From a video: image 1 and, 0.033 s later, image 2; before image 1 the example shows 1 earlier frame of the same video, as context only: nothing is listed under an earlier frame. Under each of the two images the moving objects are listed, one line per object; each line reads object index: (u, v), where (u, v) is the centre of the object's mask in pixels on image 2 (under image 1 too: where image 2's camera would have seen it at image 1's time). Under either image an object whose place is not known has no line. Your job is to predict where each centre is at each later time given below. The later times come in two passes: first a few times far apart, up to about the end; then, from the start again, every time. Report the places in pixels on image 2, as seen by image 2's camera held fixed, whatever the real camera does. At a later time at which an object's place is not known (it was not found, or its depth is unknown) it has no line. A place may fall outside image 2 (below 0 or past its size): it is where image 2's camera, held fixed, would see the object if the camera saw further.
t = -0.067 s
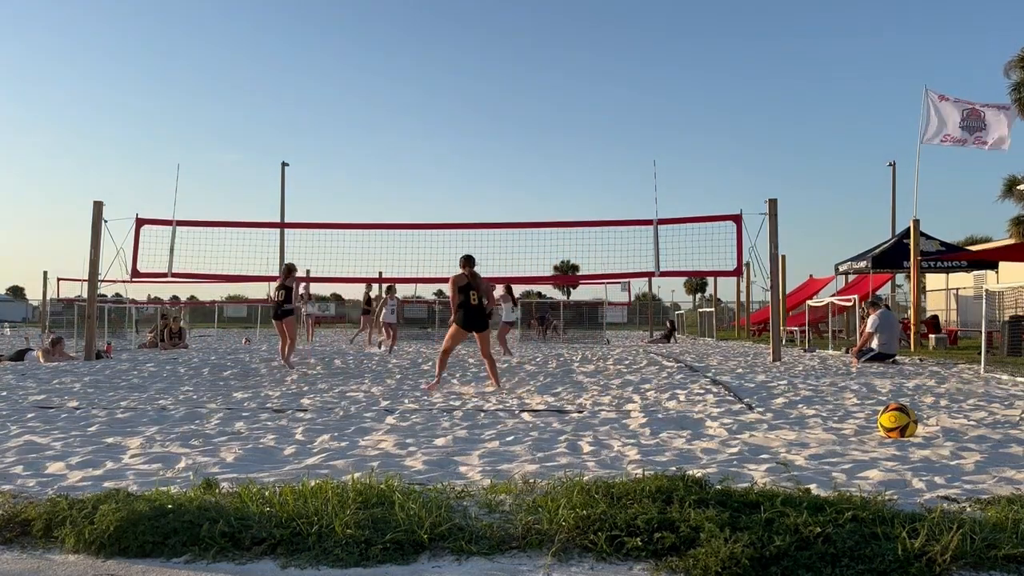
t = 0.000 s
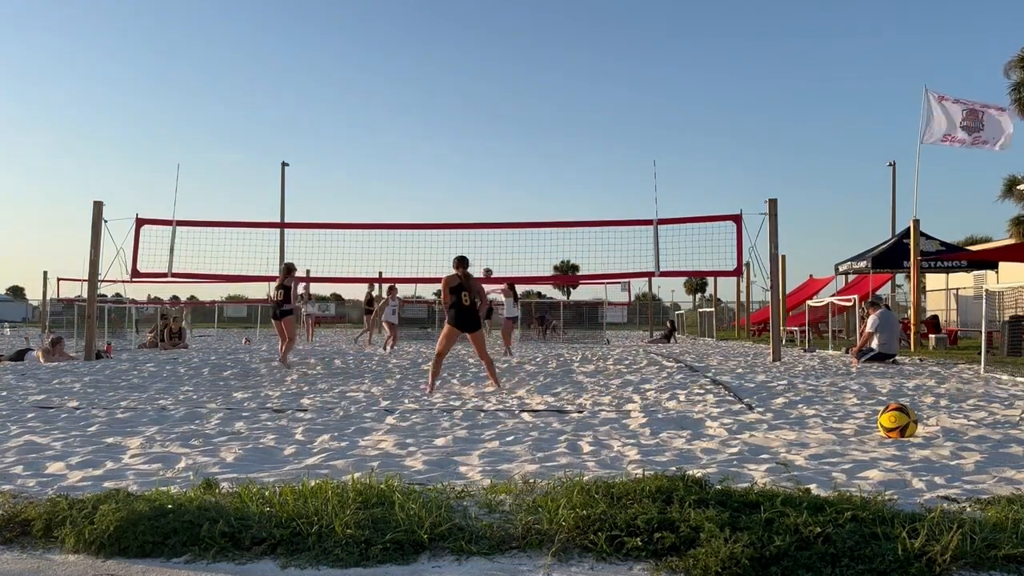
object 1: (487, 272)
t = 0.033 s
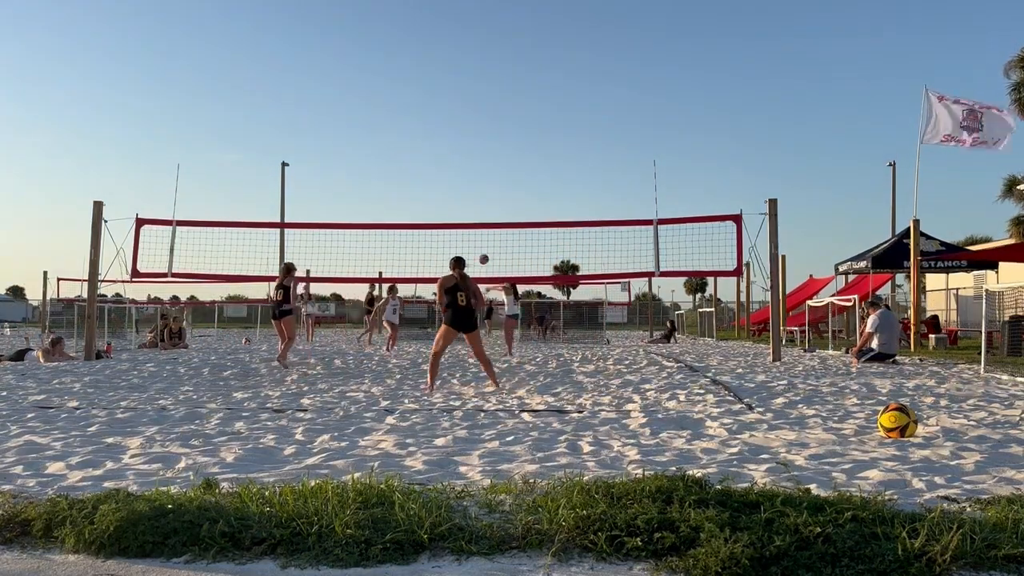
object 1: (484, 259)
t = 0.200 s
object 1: (467, 198)
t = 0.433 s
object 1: (447, 134)
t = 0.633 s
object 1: (432, 98)
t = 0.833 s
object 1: (420, 80)
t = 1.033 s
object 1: (409, 82)
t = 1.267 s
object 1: (398, 110)
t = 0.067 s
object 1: (480, 246)
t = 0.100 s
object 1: (477, 233)
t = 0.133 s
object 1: (474, 220)
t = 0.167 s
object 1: (470, 210)
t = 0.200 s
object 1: (467, 198)
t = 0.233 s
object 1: (464, 187)
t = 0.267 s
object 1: (461, 177)
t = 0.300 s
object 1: (458, 168)
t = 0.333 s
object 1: (455, 158)
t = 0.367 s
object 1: (453, 149)
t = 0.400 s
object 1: (450, 141)
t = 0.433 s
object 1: (447, 134)
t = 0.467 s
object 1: (445, 126)
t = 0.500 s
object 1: (442, 120)
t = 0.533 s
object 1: (440, 113)
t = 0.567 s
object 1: (437, 108)
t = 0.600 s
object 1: (435, 102)
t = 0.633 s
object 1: (432, 98)
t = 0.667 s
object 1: (430, 93)
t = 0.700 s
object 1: (428, 90)
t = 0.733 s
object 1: (426, 87)
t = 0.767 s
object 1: (424, 84)
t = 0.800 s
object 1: (422, 82)
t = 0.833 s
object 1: (420, 80)
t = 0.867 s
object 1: (418, 79)
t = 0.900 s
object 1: (416, 79)
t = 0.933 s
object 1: (415, 79)
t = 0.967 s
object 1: (413, 79)
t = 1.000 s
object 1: (411, 80)
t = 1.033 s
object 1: (409, 82)
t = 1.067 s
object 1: (407, 84)
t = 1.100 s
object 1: (406, 87)
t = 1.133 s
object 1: (404, 90)
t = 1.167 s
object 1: (402, 94)
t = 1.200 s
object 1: (401, 99)
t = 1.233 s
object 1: (399, 104)
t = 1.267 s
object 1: (398, 110)
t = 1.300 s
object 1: (396, 116)
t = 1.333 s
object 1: (395, 123)
